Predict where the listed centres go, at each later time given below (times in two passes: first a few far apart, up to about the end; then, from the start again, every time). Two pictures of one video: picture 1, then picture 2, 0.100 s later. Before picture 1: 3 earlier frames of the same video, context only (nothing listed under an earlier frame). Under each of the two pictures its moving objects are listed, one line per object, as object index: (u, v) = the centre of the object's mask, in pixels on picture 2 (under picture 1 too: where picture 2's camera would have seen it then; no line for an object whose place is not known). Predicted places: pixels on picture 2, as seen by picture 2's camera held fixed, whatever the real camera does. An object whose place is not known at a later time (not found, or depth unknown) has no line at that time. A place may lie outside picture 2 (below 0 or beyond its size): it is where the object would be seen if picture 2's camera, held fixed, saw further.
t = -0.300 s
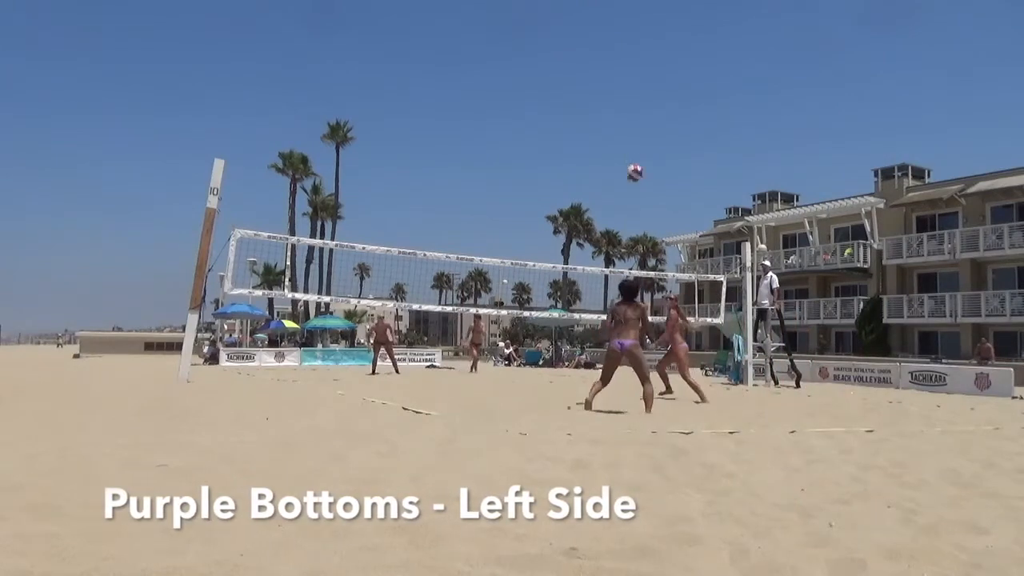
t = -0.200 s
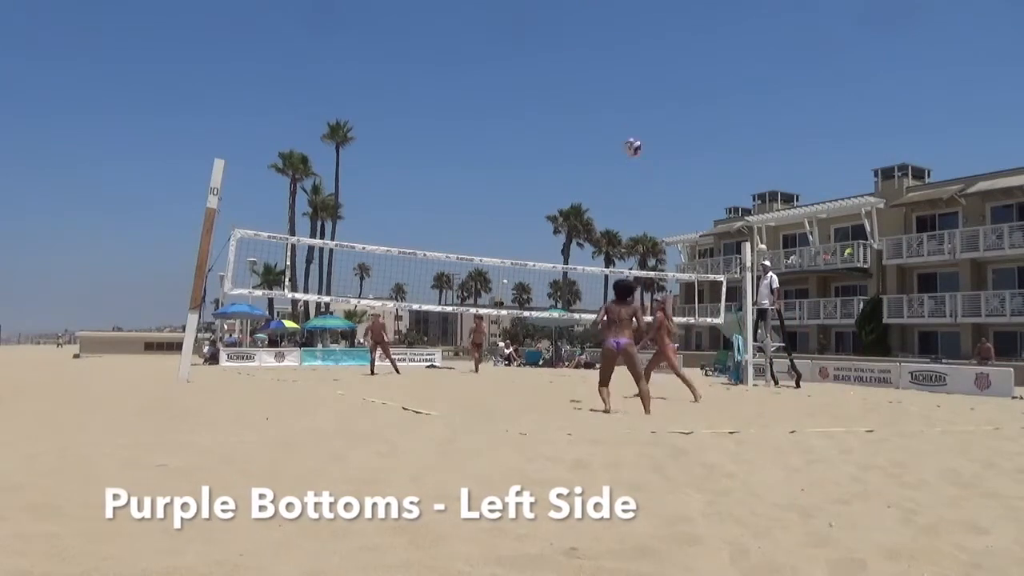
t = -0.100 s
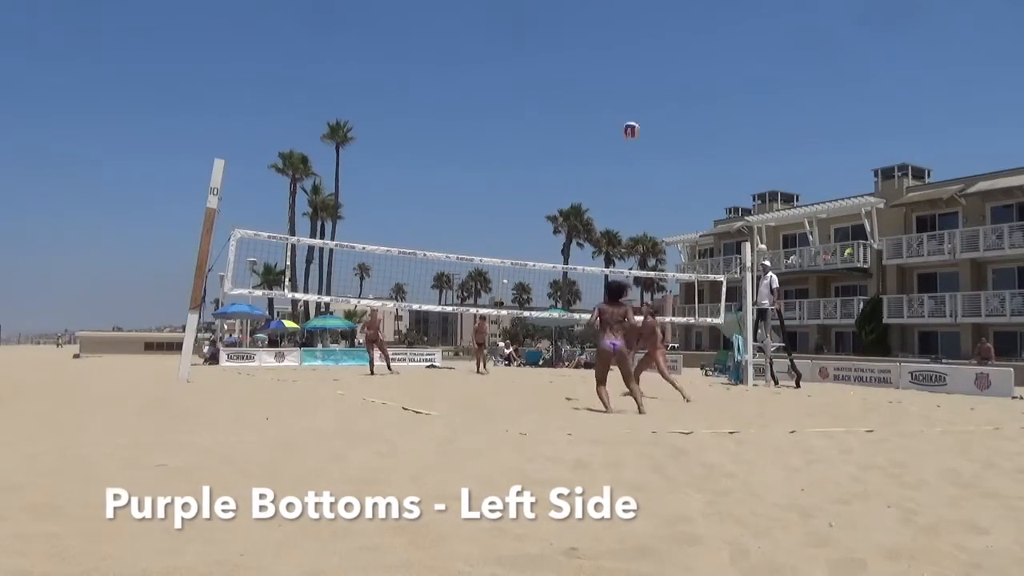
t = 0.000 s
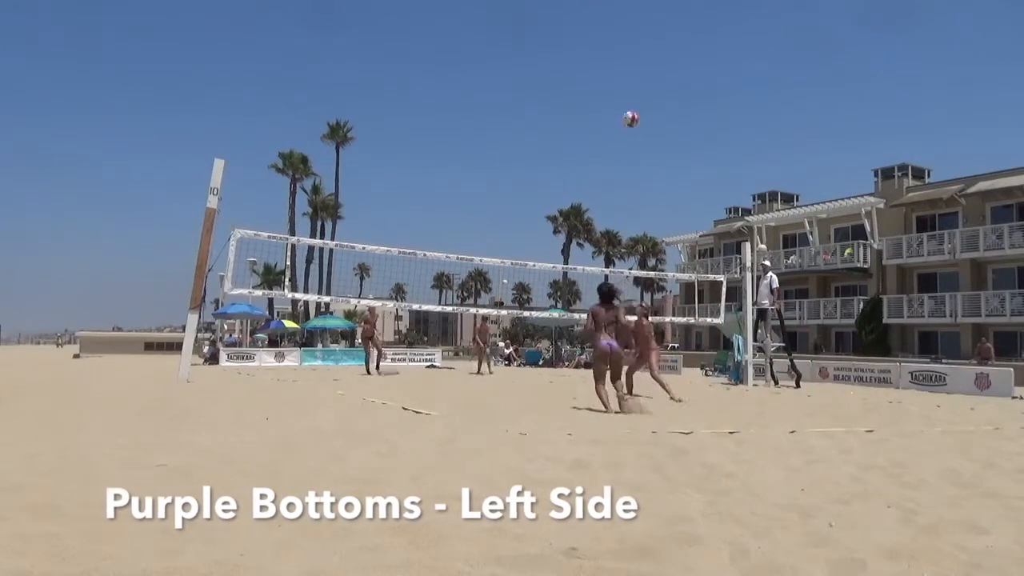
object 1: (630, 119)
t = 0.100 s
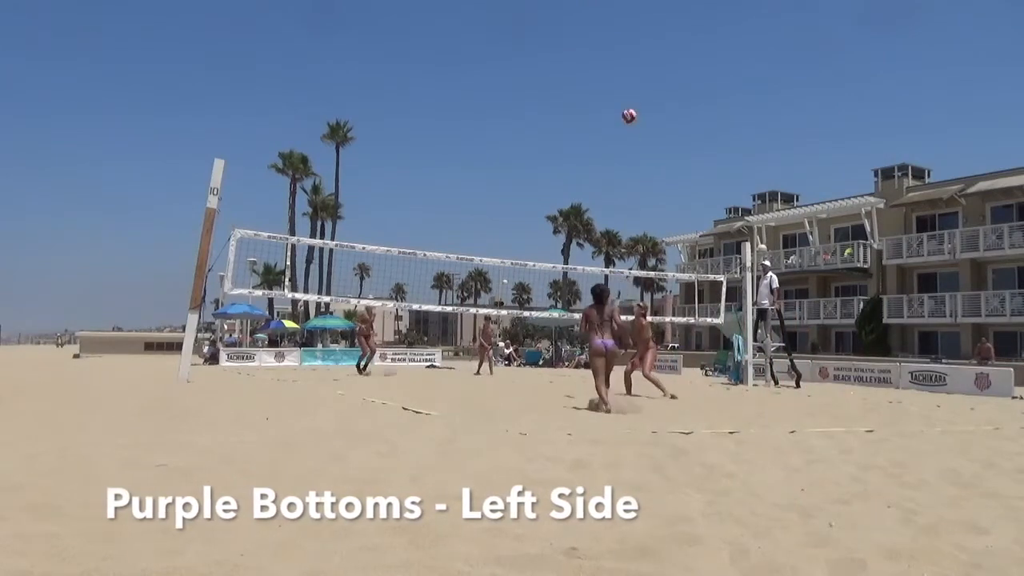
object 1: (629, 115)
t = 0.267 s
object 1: (628, 126)
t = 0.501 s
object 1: (626, 167)
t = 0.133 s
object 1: (628, 117)
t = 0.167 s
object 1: (628, 119)
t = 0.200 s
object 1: (628, 120)
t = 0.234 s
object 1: (628, 123)
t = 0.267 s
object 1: (628, 126)
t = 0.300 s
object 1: (628, 130)
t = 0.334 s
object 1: (627, 134)
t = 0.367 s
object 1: (627, 141)
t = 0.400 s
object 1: (626, 147)
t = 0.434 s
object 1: (626, 153)
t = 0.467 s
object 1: (626, 160)
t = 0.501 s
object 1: (626, 167)
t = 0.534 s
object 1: (626, 176)
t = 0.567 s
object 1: (625, 184)
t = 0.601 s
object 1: (625, 194)
